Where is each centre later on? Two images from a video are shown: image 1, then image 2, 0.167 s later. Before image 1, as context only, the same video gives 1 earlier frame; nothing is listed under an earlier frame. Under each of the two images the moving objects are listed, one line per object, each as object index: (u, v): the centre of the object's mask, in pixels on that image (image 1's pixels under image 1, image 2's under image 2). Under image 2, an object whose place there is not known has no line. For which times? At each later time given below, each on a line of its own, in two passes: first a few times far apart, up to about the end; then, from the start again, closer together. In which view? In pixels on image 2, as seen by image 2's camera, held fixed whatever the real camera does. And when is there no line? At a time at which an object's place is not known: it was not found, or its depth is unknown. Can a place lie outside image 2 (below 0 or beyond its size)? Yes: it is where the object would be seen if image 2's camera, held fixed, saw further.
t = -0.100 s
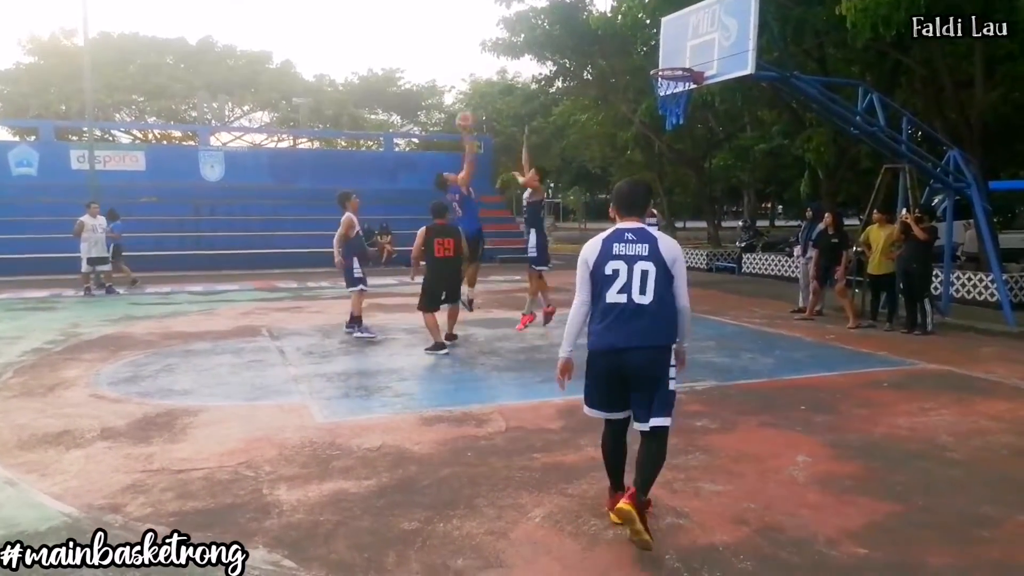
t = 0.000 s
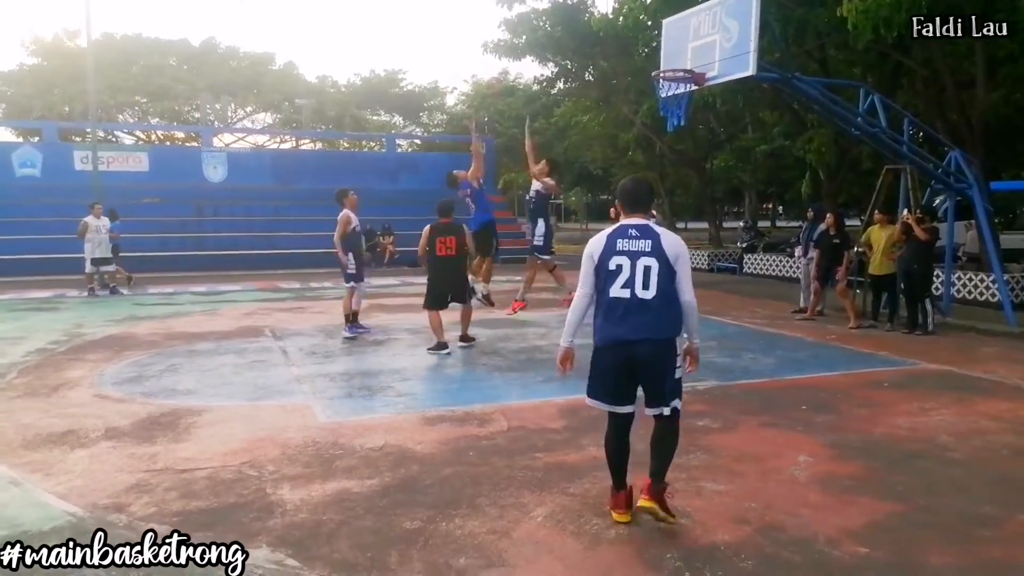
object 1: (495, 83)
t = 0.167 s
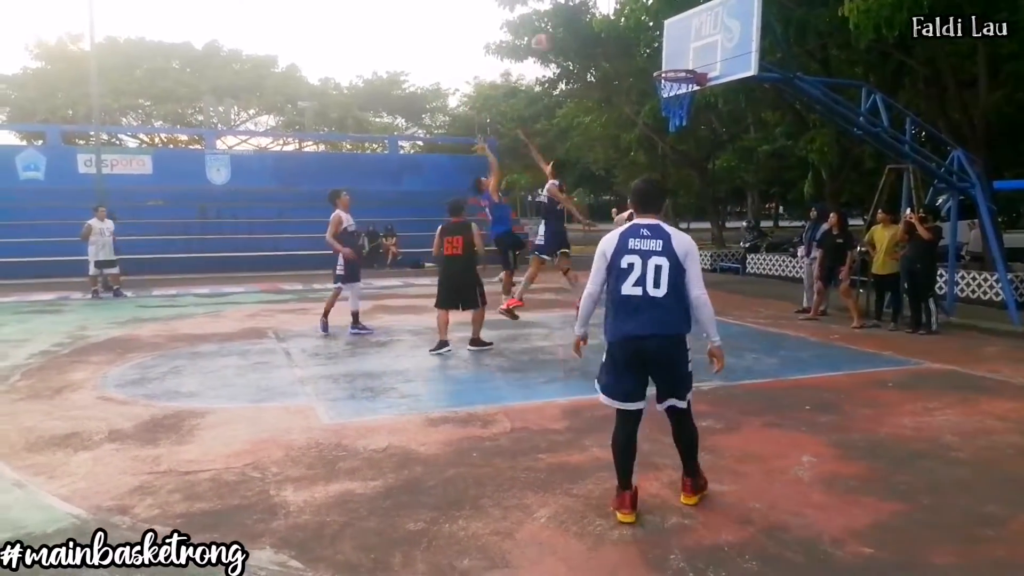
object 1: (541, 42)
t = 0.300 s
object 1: (577, 24)
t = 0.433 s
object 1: (615, 21)
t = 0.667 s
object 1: (678, 51)
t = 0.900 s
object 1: (649, 54)
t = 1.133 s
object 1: (610, 71)
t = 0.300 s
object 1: (577, 24)
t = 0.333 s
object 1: (587, 21)
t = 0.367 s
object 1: (595, 21)
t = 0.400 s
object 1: (604, 20)
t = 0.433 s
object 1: (615, 21)
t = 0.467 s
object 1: (624, 22)
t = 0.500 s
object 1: (633, 25)
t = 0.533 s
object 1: (642, 28)
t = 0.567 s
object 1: (652, 32)
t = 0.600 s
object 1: (659, 38)
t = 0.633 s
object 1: (669, 44)
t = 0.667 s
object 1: (678, 51)
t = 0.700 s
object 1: (685, 59)
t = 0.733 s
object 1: (679, 62)
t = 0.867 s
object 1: (653, 56)
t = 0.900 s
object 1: (649, 54)
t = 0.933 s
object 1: (643, 52)
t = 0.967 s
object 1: (638, 53)
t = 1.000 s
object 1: (632, 55)
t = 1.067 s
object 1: (621, 61)
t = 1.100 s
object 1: (616, 64)
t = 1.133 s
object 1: (610, 71)
